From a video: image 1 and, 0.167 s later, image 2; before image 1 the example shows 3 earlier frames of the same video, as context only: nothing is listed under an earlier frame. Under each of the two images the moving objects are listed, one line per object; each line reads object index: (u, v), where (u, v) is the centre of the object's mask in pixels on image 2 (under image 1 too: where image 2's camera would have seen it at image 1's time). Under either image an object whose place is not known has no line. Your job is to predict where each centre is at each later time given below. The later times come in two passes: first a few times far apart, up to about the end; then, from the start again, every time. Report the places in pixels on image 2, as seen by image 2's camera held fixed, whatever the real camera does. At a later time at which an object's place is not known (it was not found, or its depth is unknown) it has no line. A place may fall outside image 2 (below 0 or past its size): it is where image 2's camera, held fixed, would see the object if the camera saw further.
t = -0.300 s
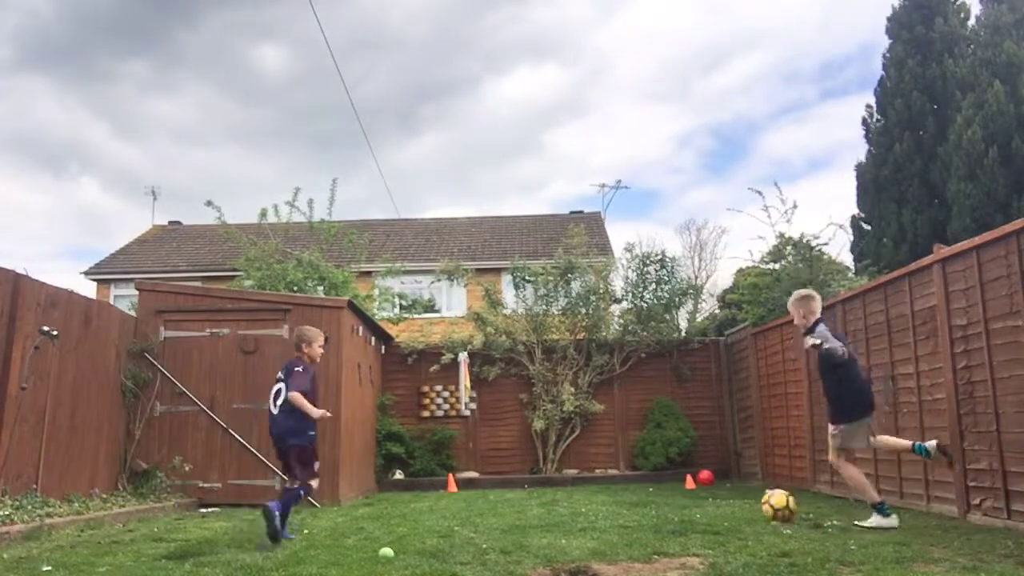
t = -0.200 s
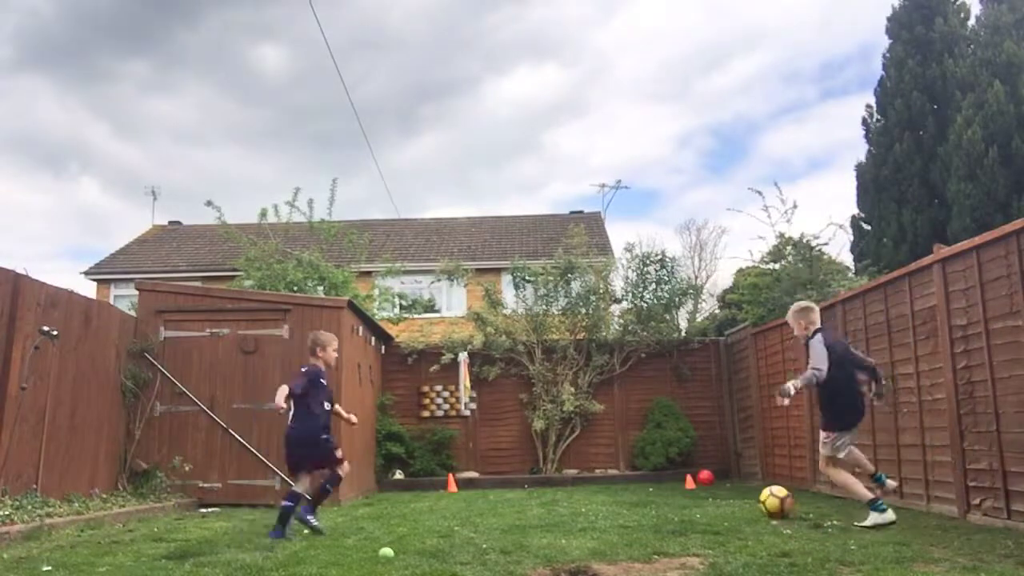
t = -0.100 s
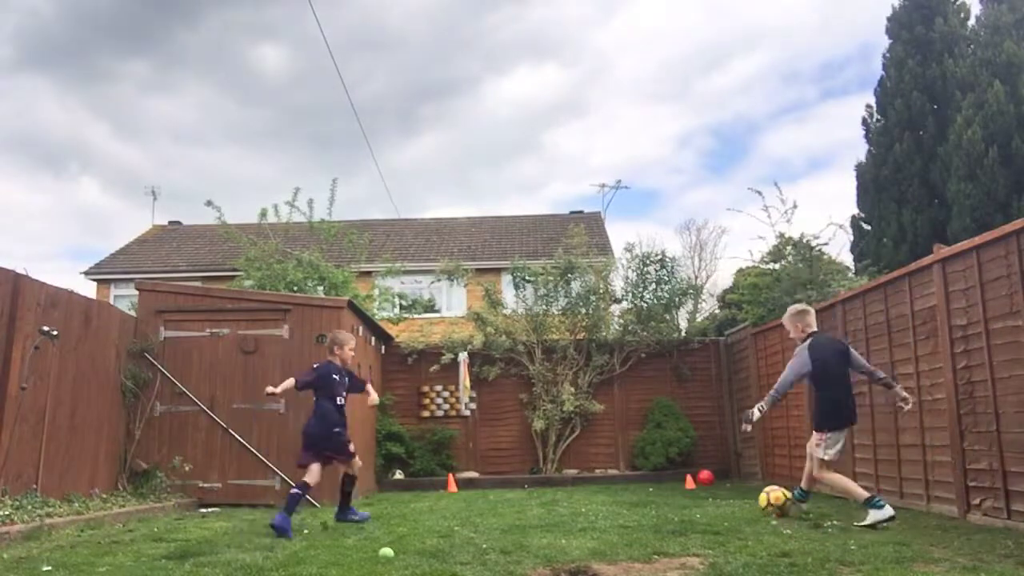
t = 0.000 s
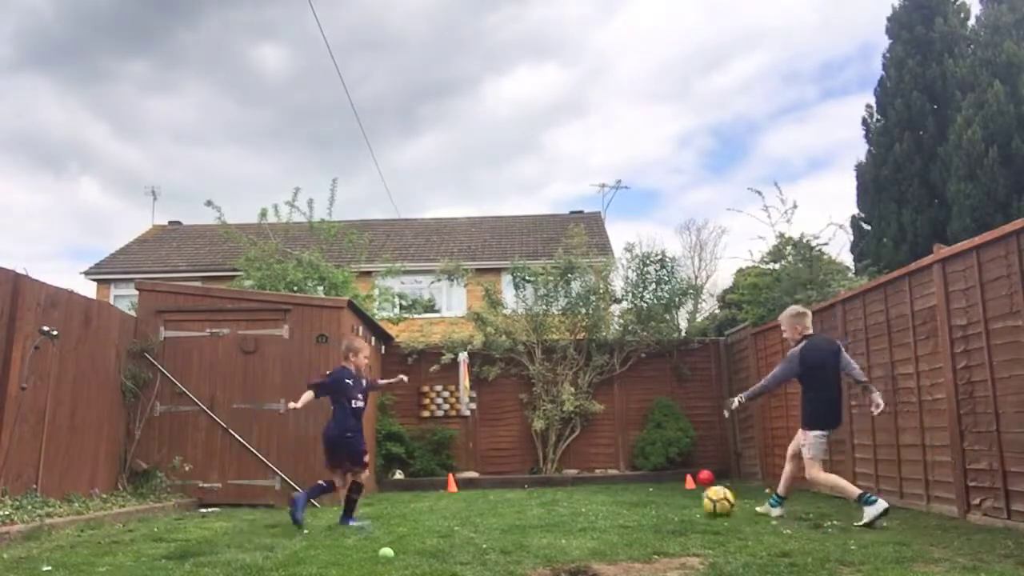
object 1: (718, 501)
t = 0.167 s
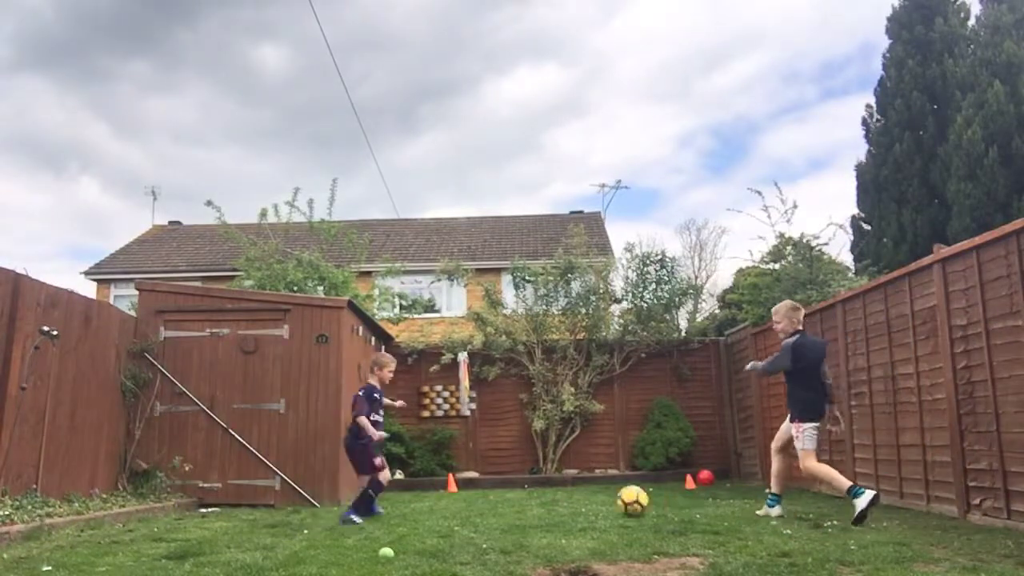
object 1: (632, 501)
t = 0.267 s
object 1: (590, 501)
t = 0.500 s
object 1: (501, 498)
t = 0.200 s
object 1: (617, 502)
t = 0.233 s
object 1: (603, 502)
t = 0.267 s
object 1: (590, 501)
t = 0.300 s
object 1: (577, 501)
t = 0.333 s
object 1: (564, 500)
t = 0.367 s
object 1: (551, 503)
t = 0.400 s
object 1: (538, 503)
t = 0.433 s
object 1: (526, 501)
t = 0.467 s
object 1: (514, 498)
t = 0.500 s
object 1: (501, 498)
